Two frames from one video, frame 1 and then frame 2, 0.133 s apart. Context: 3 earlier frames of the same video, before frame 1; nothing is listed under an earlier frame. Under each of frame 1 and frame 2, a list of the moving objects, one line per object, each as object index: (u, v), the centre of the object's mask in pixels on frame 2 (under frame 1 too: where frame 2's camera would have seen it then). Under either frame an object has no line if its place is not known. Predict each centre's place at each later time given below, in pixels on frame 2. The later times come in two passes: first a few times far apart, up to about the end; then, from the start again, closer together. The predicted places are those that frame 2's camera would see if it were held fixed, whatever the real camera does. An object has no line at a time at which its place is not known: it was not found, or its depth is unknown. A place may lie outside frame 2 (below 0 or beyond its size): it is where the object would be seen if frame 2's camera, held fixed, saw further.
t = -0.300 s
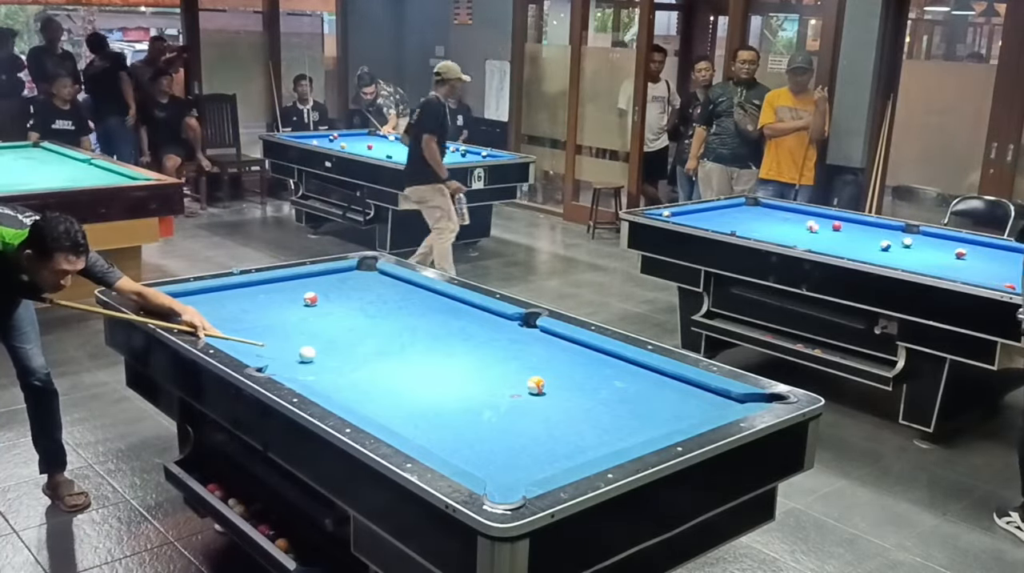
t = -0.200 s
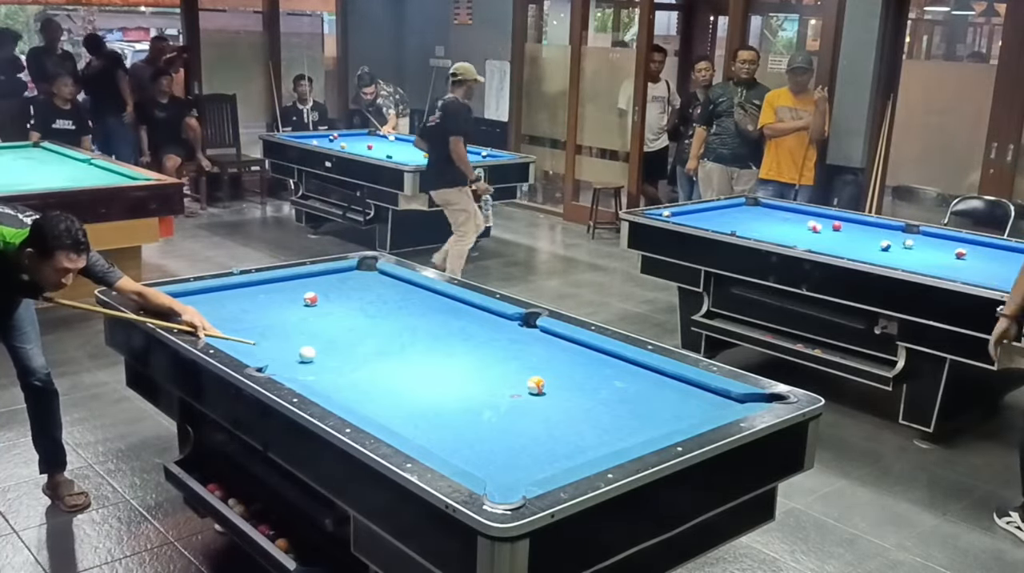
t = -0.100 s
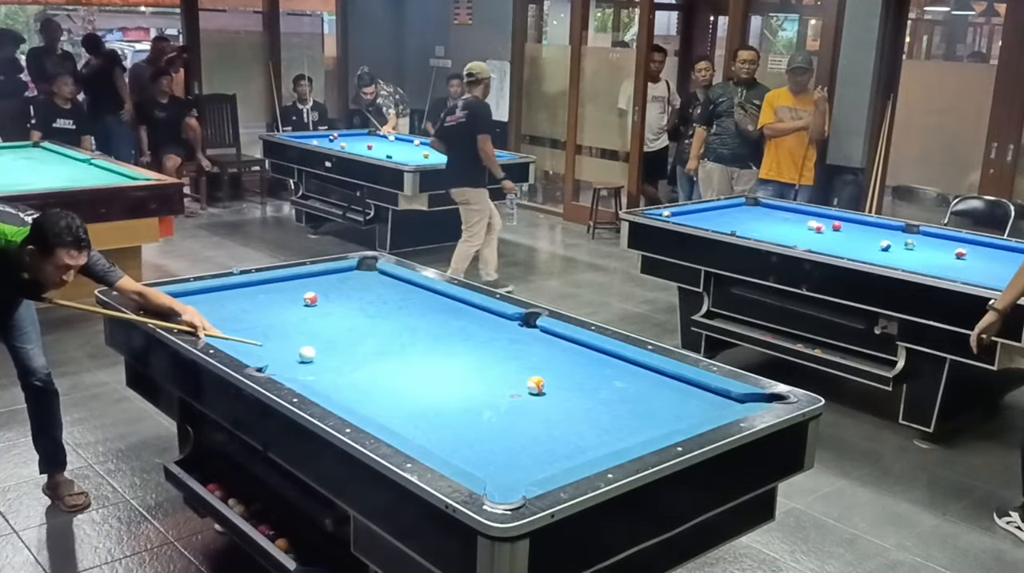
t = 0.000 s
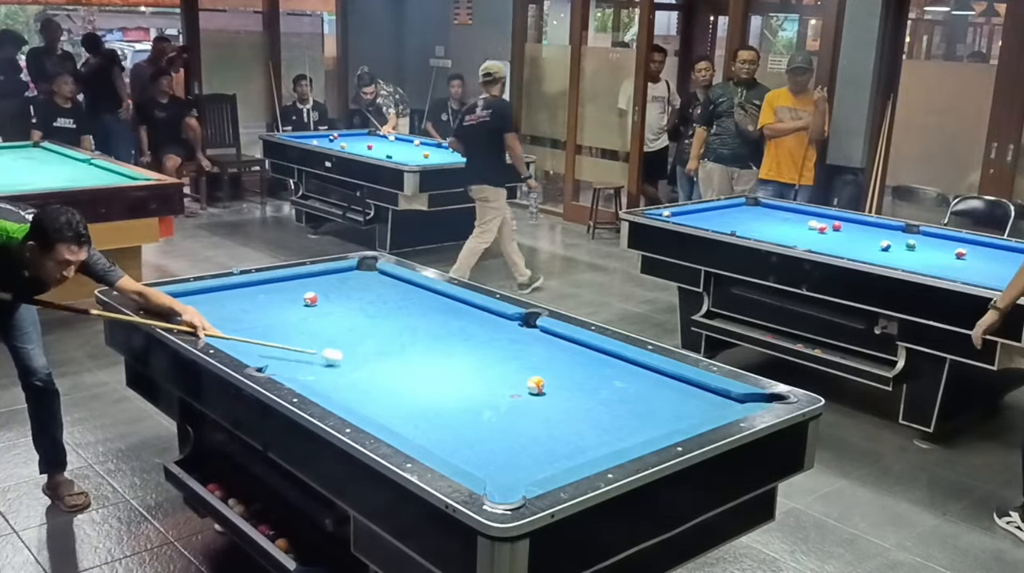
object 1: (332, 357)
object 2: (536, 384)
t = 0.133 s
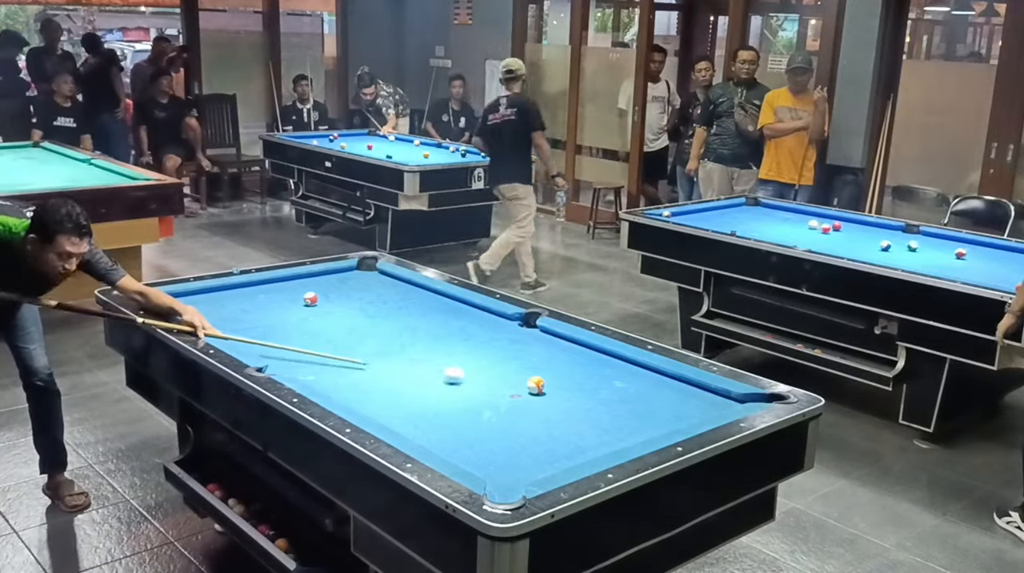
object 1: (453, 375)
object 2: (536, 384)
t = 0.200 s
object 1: (511, 383)
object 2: (536, 384)
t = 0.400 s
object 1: (528, 396)
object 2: (671, 395)
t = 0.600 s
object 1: (566, 410)
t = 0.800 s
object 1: (606, 425)
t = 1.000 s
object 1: (642, 436)
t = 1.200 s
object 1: (617, 428)
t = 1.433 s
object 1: (589, 416)
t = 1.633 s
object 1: (568, 406)
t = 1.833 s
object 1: (548, 398)
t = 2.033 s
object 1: (529, 390)
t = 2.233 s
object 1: (513, 383)
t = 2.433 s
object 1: (498, 376)
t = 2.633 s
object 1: (484, 370)
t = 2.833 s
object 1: (472, 365)
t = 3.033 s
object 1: (461, 359)
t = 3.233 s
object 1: (451, 354)
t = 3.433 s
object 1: (443, 350)
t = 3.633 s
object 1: (436, 346)
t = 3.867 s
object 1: (430, 341)
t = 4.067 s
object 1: (424, 338)
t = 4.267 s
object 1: (420, 335)
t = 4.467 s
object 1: (417, 332)
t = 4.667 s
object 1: (414, 330)
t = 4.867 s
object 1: (412, 328)
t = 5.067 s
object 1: (411, 326)
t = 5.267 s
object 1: (410, 325)
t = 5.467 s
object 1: (410, 324)
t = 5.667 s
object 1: (410, 323)
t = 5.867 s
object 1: (410, 323)
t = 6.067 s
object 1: (410, 323)
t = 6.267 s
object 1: (410, 323)
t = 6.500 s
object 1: (409, 323)
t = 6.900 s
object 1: (407, 322)
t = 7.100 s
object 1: (410, 323)
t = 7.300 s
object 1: (410, 323)
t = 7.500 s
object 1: (410, 323)
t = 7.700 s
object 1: (410, 323)
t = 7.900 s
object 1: (410, 323)
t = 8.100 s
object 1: (410, 323)
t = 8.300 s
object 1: (410, 323)
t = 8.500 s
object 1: (410, 323)
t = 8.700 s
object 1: (410, 323)
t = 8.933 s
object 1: (410, 323)
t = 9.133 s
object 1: (410, 323)
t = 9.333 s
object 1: (410, 323)
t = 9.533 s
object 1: (410, 323)
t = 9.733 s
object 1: (410, 323)
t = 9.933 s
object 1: (410, 323)
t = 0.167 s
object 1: (483, 380)
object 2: (536, 384)
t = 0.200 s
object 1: (511, 383)
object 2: (536, 384)
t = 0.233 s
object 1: (517, 386)
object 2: (556, 386)
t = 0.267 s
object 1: (517, 387)
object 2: (582, 388)
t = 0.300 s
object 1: (518, 390)
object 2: (606, 390)
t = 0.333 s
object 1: (520, 391)
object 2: (629, 391)
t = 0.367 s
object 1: (523, 394)
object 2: (651, 393)
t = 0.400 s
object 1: (528, 396)
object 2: (671, 395)
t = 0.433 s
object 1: (534, 398)
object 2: (691, 397)
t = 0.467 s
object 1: (541, 400)
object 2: (710, 397)
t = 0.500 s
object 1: (547, 403)
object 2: (728, 398)
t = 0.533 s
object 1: (553, 405)
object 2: (746, 398)
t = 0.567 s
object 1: (559, 408)
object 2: (765, 399)
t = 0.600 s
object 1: (566, 410)
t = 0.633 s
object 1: (573, 413)
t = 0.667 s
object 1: (579, 415)
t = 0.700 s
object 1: (586, 418)
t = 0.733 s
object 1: (593, 420)
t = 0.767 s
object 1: (599, 423)
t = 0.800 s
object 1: (606, 425)
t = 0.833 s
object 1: (613, 428)
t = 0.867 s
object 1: (620, 431)
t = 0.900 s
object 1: (627, 433)
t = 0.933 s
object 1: (634, 434)
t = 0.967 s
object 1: (640, 435)
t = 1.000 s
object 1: (642, 436)
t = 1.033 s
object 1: (638, 434)
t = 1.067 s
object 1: (634, 433)
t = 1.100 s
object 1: (630, 433)
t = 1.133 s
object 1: (626, 431)
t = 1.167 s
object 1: (622, 430)
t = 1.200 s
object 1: (617, 428)
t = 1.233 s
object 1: (613, 426)
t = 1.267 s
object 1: (609, 424)
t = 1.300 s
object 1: (605, 423)
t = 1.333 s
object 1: (601, 421)
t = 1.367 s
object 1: (597, 419)
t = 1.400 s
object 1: (593, 417)
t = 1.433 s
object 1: (589, 416)
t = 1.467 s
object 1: (586, 414)
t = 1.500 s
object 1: (583, 413)
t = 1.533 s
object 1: (579, 411)
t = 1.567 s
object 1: (575, 409)
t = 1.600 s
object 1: (571, 408)
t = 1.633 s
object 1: (568, 406)
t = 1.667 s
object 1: (564, 405)
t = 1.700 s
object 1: (561, 404)
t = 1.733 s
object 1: (558, 402)
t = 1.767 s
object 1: (554, 401)
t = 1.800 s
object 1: (551, 399)
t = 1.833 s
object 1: (548, 398)
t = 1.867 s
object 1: (545, 396)
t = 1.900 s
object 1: (542, 395)
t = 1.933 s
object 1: (538, 394)
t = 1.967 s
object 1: (535, 393)
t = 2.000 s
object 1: (532, 391)
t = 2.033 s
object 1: (529, 390)
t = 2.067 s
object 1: (527, 389)
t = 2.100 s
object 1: (524, 388)
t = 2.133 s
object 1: (521, 386)
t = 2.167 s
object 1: (518, 385)
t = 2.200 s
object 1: (516, 384)
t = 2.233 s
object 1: (513, 383)
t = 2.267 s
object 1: (510, 382)
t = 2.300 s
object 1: (507, 380)
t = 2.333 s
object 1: (505, 379)
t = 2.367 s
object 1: (503, 378)
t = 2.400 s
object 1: (500, 377)
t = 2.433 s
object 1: (498, 376)
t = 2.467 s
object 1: (495, 375)
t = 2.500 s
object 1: (493, 374)
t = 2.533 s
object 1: (491, 373)
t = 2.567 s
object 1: (488, 372)
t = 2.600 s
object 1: (486, 371)
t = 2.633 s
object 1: (484, 370)
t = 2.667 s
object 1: (482, 369)
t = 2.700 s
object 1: (480, 368)
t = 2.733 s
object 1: (478, 367)
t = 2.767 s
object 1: (476, 366)
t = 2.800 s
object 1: (474, 366)
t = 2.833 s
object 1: (472, 365)
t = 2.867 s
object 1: (470, 364)
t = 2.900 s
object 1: (468, 363)
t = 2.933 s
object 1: (466, 362)
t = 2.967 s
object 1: (464, 361)
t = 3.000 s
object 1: (463, 360)
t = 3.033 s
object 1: (461, 359)
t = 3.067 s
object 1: (459, 358)
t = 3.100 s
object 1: (457, 357)
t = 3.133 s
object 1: (456, 357)
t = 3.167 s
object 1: (454, 356)
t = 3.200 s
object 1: (453, 355)
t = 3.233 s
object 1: (451, 354)
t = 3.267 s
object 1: (449, 354)
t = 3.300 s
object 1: (448, 353)
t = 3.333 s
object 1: (447, 352)
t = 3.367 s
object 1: (445, 351)
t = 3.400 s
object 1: (444, 351)
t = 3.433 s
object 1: (443, 350)
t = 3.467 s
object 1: (442, 349)
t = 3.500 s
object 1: (440, 349)
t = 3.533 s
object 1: (439, 348)
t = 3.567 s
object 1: (438, 347)
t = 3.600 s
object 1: (437, 346)
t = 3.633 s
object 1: (436, 346)
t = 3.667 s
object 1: (435, 345)
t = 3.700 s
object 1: (434, 344)
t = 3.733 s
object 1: (433, 344)
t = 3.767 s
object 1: (433, 343)
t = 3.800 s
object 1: (432, 342)
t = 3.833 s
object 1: (431, 342)
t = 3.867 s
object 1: (430, 341)
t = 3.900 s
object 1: (429, 341)
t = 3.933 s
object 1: (428, 340)
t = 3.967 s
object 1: (427, 339)
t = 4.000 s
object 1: (426, 339)
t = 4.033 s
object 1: (425, 338)
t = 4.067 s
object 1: (424, 338)
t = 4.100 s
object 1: (424, 337)
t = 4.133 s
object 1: (423, 337)
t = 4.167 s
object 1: (423, 336)
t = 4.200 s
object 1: (422, 336)
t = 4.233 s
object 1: (421, 335)
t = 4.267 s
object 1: (420, 335)
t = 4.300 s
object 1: (420, 334)
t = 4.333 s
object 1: (419, 334)
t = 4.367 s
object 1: (418, 333)
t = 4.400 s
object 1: (417, 333)
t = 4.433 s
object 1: (417, 333)
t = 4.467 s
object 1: (417, 332)
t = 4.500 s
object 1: (416, 332)
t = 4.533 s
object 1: (415, 331)
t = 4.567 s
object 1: (415, 331)
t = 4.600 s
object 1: (415, 330)
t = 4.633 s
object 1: (414, 330)
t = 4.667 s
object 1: (414, 330)
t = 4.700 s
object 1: (414, 329)
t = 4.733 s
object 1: (413, 329)
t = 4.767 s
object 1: (413, 329)
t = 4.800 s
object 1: (413, 328)
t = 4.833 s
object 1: (413, 328)
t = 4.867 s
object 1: (412, 328)
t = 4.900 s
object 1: (412, 328)
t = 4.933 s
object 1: (412, 327)
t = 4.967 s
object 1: (412, 327)
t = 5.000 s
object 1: (412, 327)
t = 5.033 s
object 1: (411, 327)
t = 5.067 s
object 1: (411, 326)
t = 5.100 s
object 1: (411, 326)
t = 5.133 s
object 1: (411, 326)
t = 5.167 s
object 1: (411, 326)
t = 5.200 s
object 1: (411, 325)
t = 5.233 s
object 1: (411, 325)
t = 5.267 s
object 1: (410, 325)
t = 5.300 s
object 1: (410, 325)
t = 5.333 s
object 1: (410, 325)
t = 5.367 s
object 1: (410, 324)
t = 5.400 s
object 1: (410, 324)
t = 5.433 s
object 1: (410, 324)
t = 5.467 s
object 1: (410, 324)
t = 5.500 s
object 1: (410, 324)
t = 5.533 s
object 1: (410, 324)
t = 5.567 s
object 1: (410, 324)
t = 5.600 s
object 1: (410, 324)
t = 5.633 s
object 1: (410, 323)
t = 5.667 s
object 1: (410, 323)
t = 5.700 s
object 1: (410, 323)
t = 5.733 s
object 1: (410, 323)
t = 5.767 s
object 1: (410, 323)
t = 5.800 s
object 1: (410, 323)
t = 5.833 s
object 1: (410, 323)
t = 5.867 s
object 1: (410, 323)
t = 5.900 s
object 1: (410, 323)
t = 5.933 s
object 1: (410, 323)
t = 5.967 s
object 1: (410, 323)
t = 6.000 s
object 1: (410, 323)
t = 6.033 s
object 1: (410, 323)
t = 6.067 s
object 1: (410, 323)
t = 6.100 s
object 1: (410, 323)
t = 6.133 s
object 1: (410, 323)
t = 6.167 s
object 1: (410, 323)
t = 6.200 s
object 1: (410, 323)
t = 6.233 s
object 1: (410, 323)
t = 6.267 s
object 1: (410, 323)
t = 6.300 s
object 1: (410, 323)
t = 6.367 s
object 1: (410, 323)
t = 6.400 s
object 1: (410, 323)
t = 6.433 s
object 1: (410, 323)
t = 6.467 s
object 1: (411, 323)
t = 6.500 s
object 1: (409, 323)
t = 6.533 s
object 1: (410, 323)
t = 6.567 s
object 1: (412, 324)
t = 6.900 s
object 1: (407, 322)
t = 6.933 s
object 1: (410, 323)
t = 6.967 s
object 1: (410, 323)
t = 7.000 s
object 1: (410, 322)
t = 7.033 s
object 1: (411, 322)
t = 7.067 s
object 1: (410, 323)
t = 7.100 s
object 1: (410, 323)
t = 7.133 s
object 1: (410, 323)
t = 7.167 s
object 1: (410, 323)
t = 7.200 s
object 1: (410, 323)
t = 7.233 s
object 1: (410, 323)
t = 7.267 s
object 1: (410, 323)
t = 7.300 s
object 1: (410, 323)
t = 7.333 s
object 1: (410, 323)
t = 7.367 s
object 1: (410, 323)
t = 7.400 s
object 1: (410, 323)
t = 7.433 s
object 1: (410, 323)
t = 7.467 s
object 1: (410, 323)
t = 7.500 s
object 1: (410, 323)
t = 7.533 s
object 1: (410, 323)
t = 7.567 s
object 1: (410, 323)
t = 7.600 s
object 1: (410, 323)
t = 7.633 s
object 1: (410, 323)
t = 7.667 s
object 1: (410, 323)
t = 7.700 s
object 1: (410, 323)
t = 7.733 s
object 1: (410, 323)
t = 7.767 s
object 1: (410, 323)
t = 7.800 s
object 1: (410, 323)
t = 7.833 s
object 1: (410, 323)
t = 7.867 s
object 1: (410, 323)
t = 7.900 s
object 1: (410, 323)
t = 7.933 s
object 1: (410, 323)
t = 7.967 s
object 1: (410, 323)
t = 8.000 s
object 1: (410, 323)
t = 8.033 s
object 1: (410, 323)
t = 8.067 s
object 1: (410, 323)
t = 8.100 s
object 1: (410, 323)
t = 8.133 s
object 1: (410, 323)
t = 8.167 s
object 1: (410, 323)
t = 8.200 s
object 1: (410, 323)
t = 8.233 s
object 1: (410, 323)
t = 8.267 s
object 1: (410, 323)
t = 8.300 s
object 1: (410, 323)
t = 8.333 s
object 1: (410, 323)
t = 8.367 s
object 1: (410, 323)
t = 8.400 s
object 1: (410, 323)
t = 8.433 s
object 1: (410, 323)
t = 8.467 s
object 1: (410, 323)
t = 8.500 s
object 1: (410, 323)
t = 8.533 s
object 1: (410, 323)
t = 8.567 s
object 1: (410, 323)
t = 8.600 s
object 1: (410, 323)
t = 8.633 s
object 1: (410, 323)
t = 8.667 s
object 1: (410, 323)
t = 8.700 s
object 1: (410, 323)
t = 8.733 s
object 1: (410, 323)
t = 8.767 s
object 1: (410, 323)
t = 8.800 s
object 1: (410, 323)
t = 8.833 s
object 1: (410, 323)
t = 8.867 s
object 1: (410, 323)
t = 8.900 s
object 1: (410, 323)
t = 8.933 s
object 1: (410, 323)
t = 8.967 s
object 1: (410, 323)
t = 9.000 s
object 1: (410, 323)
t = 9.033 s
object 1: (410, 323)
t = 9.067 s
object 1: (410, 323)
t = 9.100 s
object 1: (410, 323)
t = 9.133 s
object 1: (410, 323)
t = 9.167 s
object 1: (410, 323)
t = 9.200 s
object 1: (410, 323)
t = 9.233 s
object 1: (410, 323)
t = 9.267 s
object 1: (410, 323)
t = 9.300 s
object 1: (410, 323)
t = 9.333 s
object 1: (410, 323)
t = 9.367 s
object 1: (410, 323)
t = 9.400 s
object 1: (410, 323)
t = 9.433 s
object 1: (410, 323)
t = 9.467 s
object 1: (410, 323)
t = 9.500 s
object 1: (410, 323)
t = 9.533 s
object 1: (410, 323)
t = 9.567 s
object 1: (410, 323)
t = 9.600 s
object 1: (410, 323)
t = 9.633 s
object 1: (410, 323)
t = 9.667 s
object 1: (410, 323)
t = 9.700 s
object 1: (410, 323)
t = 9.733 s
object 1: (410, 323)
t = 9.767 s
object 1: (410, 323)
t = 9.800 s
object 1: (410, 323)
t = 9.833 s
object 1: (410, 323)
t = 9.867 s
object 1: (410, 323)
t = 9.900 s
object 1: (410, 323)
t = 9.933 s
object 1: (410, 323)
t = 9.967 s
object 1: (410, 323)
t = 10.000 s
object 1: (410, 323)
